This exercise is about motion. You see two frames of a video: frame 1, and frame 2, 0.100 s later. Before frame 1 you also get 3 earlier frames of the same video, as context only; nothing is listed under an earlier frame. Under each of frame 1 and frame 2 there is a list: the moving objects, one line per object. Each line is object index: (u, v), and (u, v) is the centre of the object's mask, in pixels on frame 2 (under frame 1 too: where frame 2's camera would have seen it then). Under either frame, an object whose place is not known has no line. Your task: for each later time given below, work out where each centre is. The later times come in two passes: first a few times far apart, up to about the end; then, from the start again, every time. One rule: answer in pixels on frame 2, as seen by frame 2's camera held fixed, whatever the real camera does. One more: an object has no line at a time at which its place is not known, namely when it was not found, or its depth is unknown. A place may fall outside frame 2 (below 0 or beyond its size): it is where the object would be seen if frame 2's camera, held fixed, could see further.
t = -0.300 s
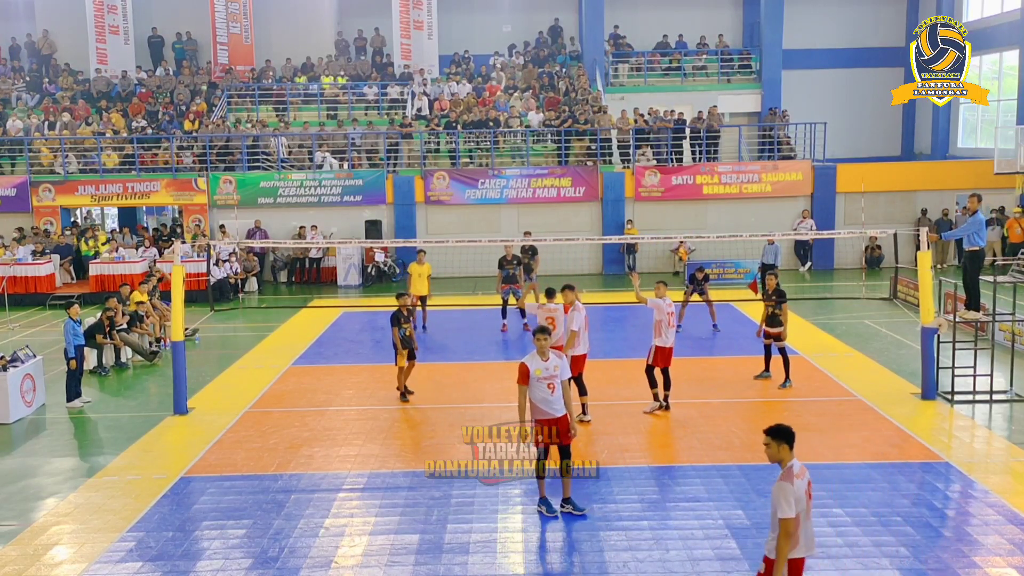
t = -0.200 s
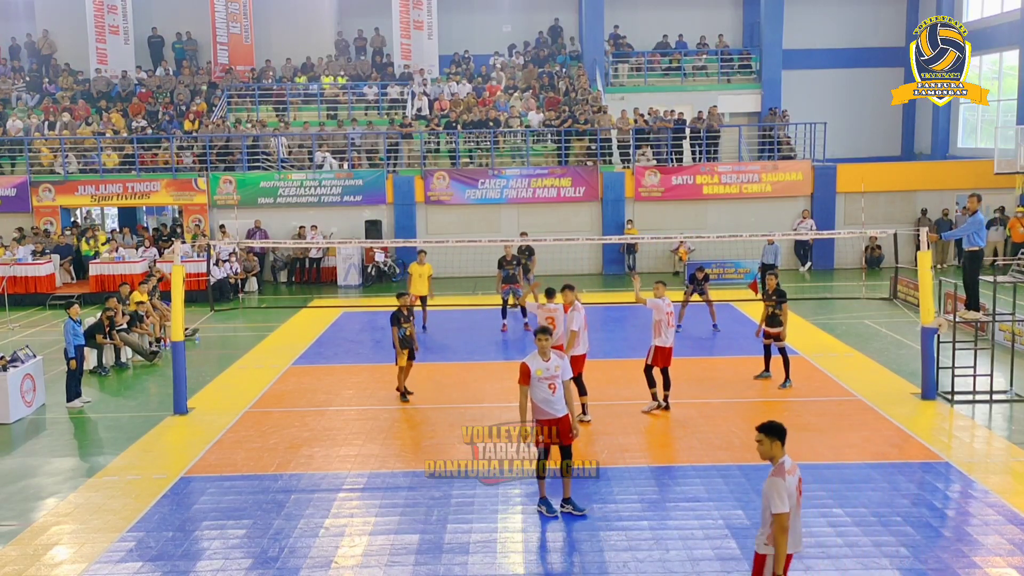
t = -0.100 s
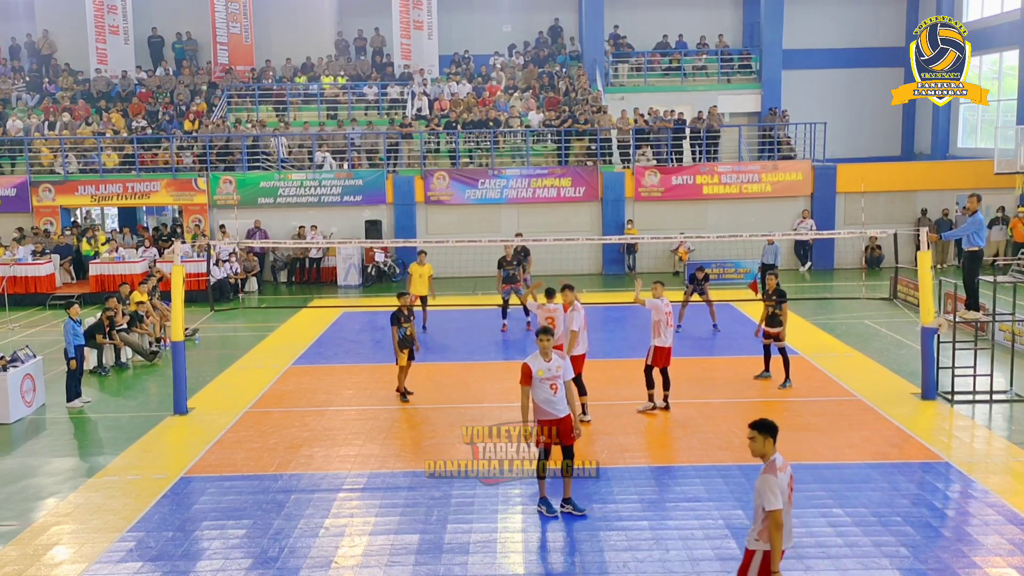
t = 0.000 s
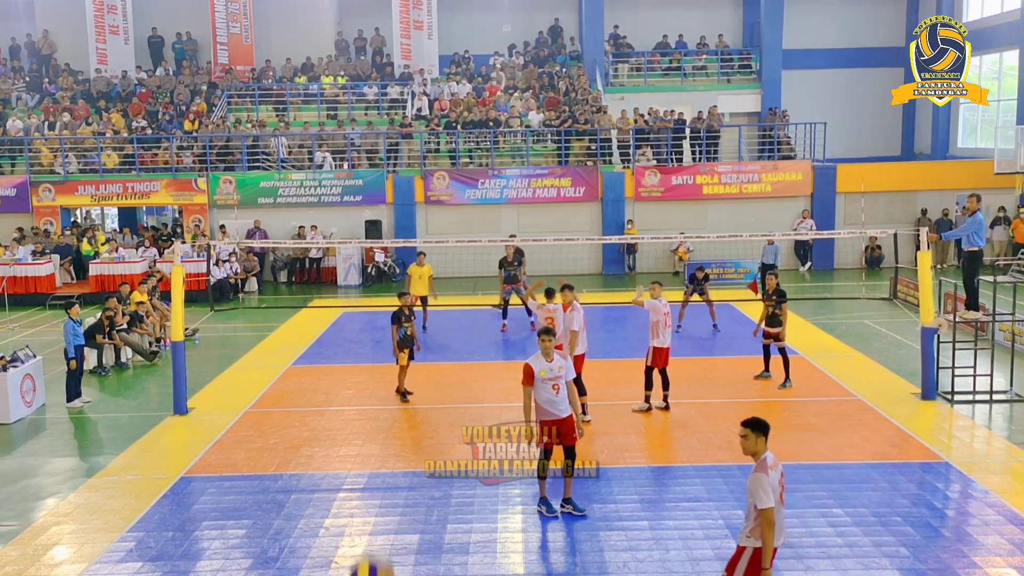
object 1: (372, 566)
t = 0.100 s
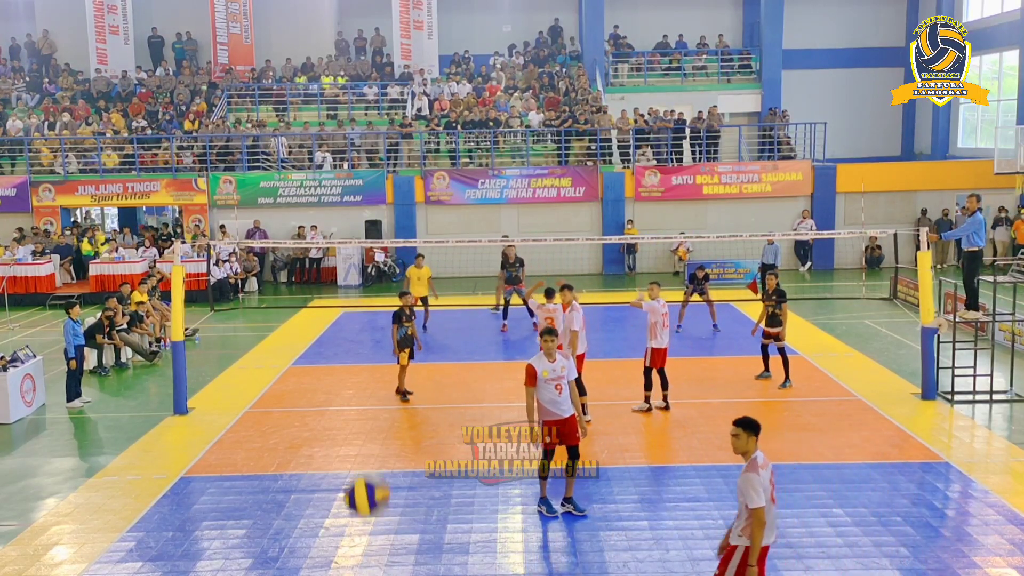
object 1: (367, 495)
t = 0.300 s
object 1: (359, 396)
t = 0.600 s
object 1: (355, 404)
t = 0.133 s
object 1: (365, 473)
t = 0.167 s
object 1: (364, 453)
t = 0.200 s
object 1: (363, 435)
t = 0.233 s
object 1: (361, 420)
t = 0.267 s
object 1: (360, 407)
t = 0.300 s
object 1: (359, 396)
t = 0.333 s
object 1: (358, 388)
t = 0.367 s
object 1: (357, 383)
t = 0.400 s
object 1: (357, 380)
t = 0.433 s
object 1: (356, 378)
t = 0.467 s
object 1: (356, 379)
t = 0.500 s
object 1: (356, 382)
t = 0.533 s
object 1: (355, 388)
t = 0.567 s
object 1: (355, 395)
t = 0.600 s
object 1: (355, 404)
